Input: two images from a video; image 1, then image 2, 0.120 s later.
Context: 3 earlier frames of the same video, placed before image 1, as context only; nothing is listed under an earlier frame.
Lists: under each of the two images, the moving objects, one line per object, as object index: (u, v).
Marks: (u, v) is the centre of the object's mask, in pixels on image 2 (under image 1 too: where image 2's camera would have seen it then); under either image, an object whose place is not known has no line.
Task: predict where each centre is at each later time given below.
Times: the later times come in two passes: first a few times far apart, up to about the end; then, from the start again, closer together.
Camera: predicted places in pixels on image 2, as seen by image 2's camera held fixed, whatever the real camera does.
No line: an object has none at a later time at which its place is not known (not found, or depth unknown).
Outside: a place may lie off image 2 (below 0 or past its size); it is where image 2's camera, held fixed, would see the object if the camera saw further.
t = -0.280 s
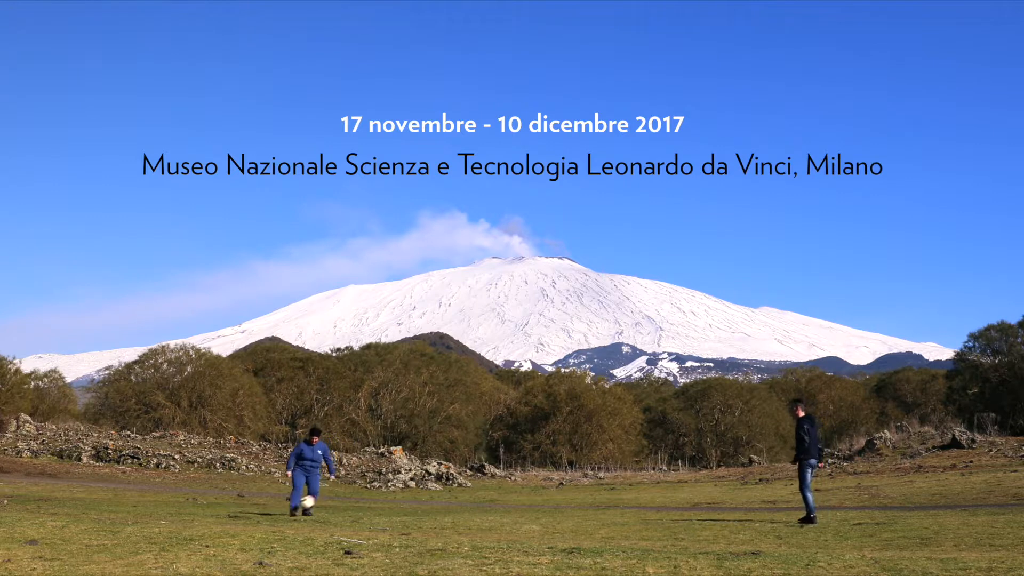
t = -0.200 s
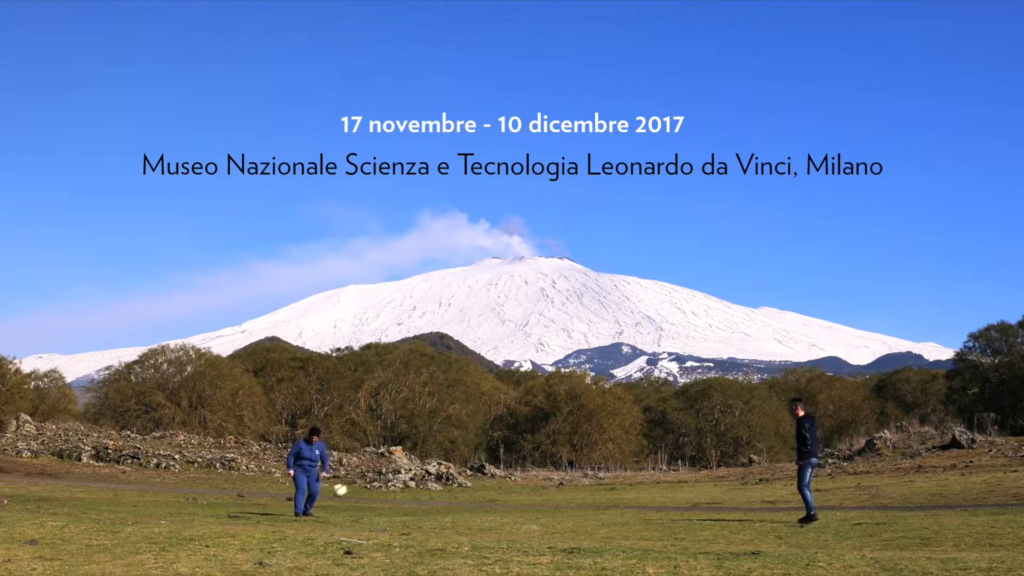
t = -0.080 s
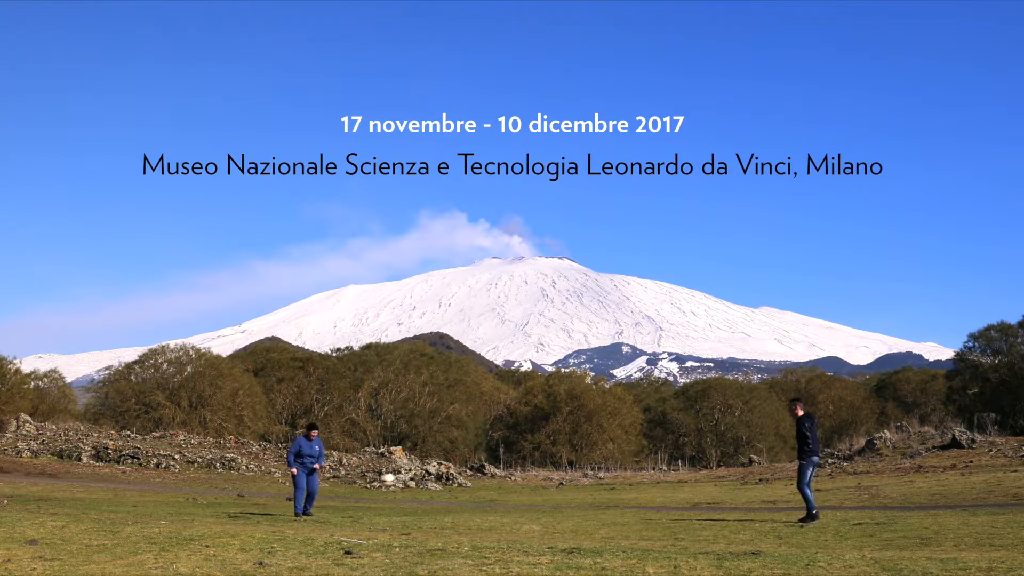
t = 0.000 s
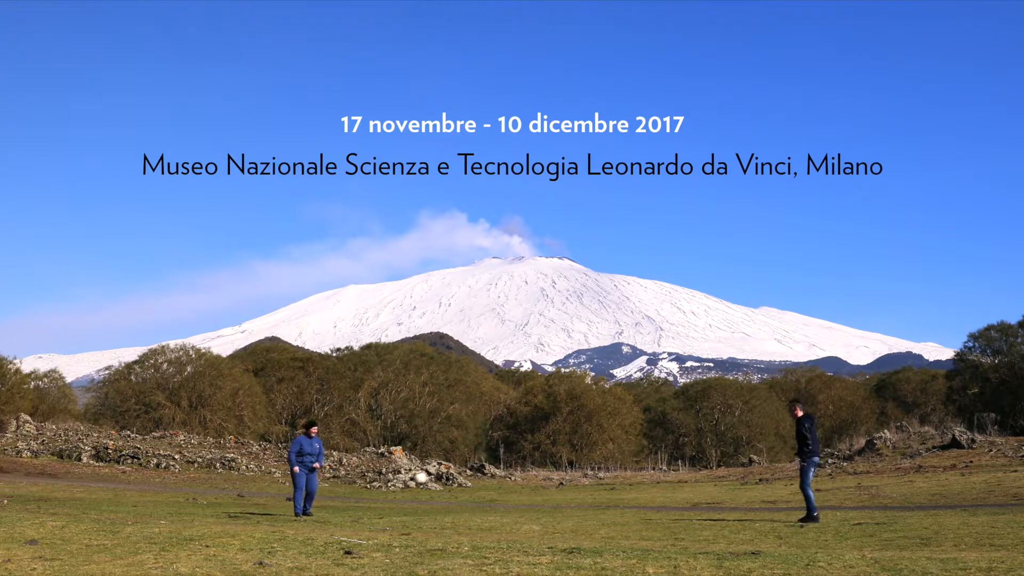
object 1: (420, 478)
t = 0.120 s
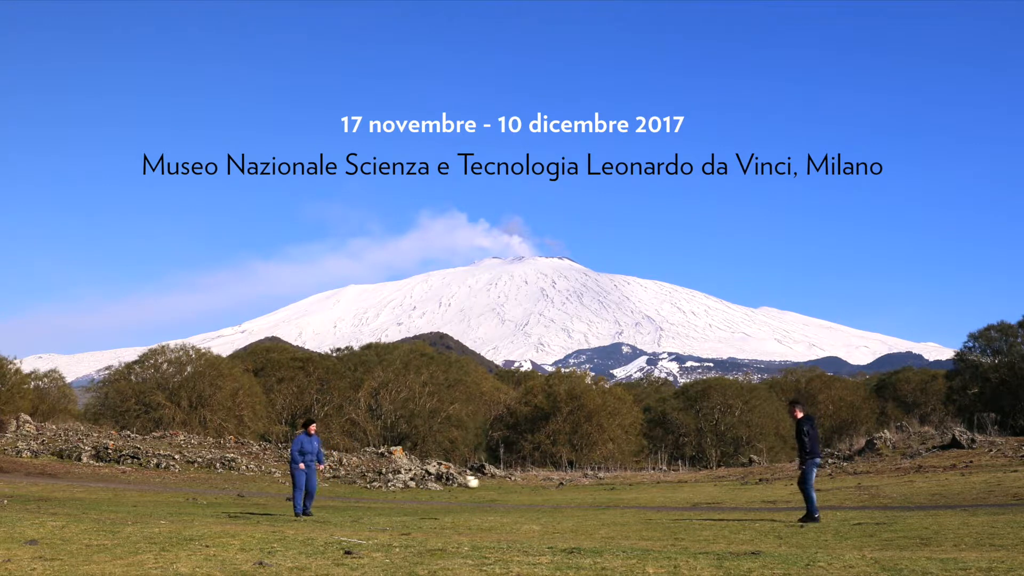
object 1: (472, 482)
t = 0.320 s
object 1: (557, 510)
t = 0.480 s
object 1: (588, 497)
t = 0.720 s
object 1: (621, 493)
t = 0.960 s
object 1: (656, 510)
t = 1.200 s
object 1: (696, 512)
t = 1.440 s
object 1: (733, 512)
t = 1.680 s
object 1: (768, 512)
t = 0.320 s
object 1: (557, 510)
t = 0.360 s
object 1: (571, 514)
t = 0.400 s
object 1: (577, 508)
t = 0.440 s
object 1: (582, 502)
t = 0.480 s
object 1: (588, 497)
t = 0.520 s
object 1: (593, 494)
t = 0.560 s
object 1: (598, 492)
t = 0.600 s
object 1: (604, 490)
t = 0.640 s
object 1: (610, 490)
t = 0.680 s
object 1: (615, 491)
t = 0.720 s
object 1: (621, 493)
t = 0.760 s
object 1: (626, 495)
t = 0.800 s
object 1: (632, 500)
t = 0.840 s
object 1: (638, 505)
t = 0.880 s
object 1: (644, 512)
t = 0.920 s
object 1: (650, 512)
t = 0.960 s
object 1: (656, 510)
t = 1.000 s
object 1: (663, 507)
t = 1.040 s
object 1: (670, 506)
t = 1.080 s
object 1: (677, 506)
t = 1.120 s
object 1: (683, 507)
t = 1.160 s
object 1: (689, 509)
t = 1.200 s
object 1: (696, 512)
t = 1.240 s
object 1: (702, 512)
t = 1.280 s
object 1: (709, 511)
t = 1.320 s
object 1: (715, 511)
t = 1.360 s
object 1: (721, 511)
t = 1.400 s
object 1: (727, 513)
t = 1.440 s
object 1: (733, 512)
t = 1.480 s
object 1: (739, 512)
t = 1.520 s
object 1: (745, 512)
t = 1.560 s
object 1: (751, 512)
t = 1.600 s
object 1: (757, 512)
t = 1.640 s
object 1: (762, 512)
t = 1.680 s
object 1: (768, 512)
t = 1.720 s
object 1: (773, 512)
